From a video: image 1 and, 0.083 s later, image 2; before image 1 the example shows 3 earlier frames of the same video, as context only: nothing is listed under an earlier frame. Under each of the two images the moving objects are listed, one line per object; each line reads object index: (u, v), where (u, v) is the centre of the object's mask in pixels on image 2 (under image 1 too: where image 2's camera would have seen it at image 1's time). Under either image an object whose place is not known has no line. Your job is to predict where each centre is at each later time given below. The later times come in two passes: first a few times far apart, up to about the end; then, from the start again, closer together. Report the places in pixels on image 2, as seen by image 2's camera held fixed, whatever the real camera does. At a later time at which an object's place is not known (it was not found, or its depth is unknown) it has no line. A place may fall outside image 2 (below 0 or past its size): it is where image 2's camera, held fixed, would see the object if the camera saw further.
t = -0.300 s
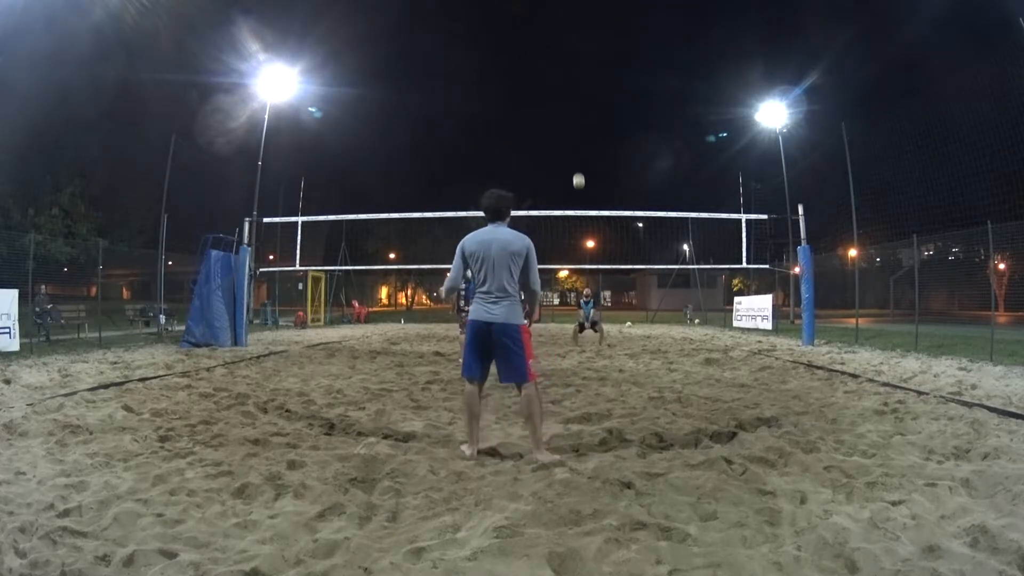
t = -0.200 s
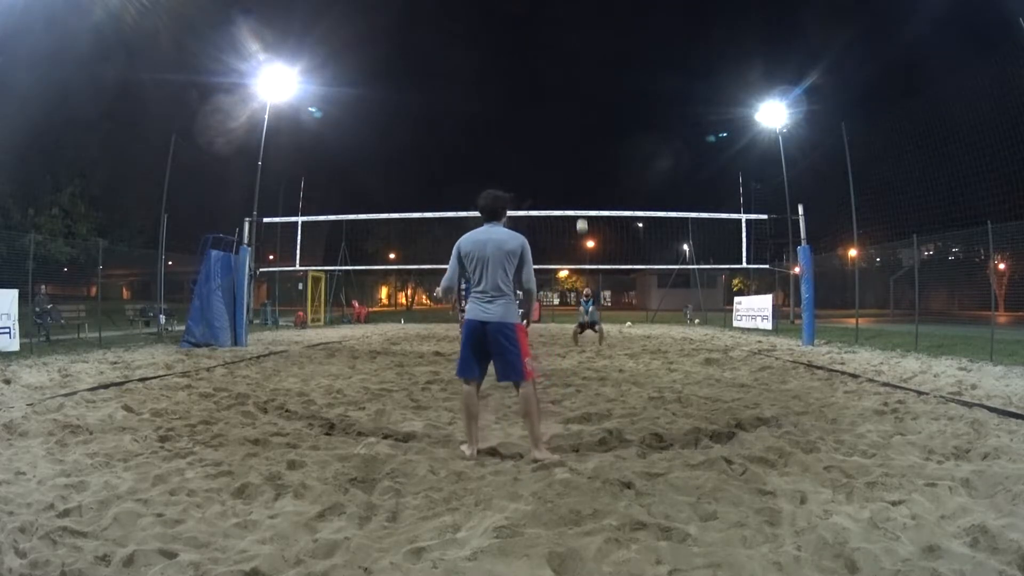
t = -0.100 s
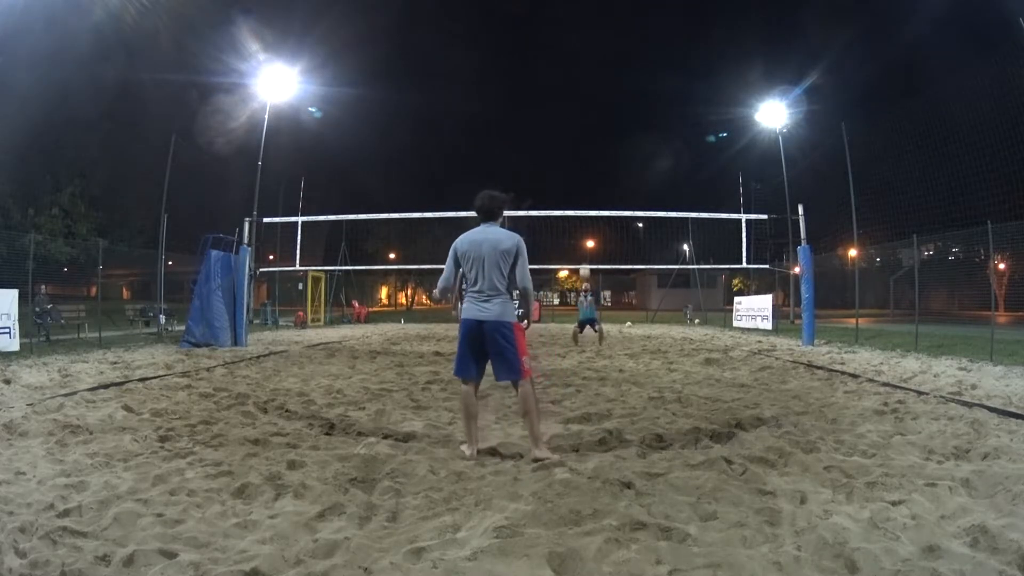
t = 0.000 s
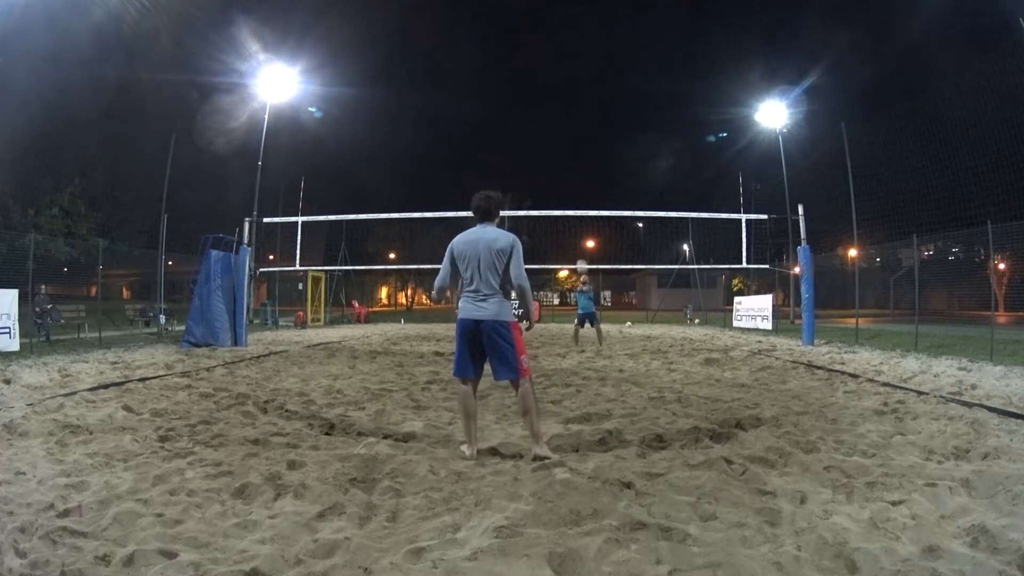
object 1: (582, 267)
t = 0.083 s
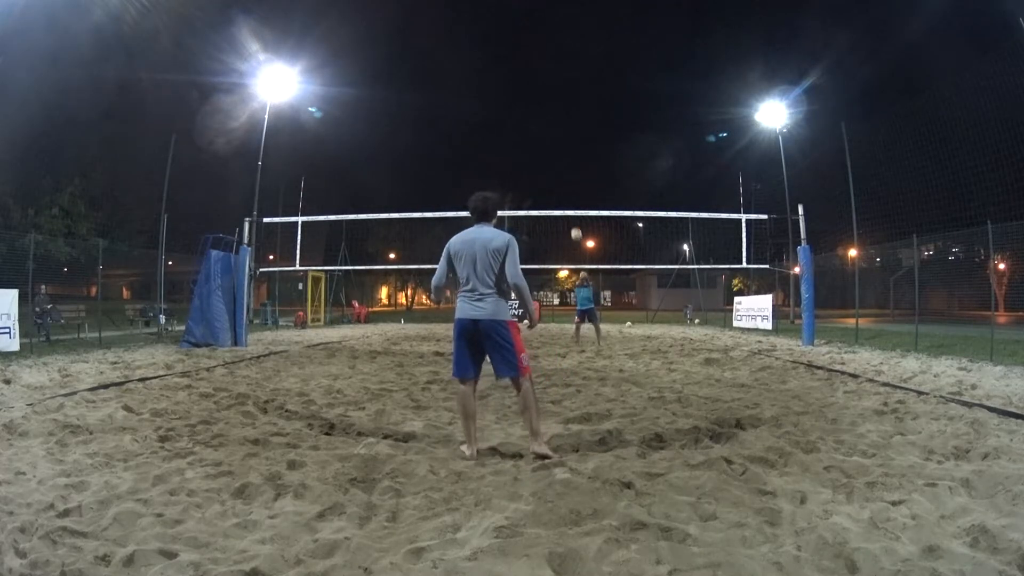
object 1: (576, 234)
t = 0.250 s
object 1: (565, 181)
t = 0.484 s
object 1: (549, 135)
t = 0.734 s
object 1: (534, 113)
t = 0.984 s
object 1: (520, 117)
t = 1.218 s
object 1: (506, 143)
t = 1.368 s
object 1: (498, 173)
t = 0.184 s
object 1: (569, 200)
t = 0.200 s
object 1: (568, 195)
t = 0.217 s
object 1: (567, 191)
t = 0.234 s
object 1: (566, 186)
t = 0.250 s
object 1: (565, 181)
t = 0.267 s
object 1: (564, 177)
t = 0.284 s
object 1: (562, 173)
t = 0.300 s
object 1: (561, 169)
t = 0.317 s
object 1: (560, 165)
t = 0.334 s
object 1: (559, 162)
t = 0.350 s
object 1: (558, 158)
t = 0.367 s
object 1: (557, 155)
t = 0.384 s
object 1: (556, 151)
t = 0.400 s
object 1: (555, 148)
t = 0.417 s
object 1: (554, 145)
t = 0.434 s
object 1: (553, 143)
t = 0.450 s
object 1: (552, 140)
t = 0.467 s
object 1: (551, 137)
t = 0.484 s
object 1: (549, 135)
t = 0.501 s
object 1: (548, 132)
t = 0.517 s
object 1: (547, 131)
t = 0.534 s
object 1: (546, 128)
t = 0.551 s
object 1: (545, 126)
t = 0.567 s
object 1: (544, 125)
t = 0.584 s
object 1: (543, 123)
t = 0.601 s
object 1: (542, 121)
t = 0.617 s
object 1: (541, 120)
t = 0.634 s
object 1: (540, 118)
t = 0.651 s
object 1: (539, 117)
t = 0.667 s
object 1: (538, 116)
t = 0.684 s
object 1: (537, 115)
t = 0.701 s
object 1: (536, 114)
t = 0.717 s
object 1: (535, 114)
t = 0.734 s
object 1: (534, 113)
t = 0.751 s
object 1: (533, 112)
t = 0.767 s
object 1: (532, 112)
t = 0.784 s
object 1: (531, 112)
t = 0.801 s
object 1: (530, 112)
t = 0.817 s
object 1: (529, 112)
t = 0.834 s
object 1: (528, 112)
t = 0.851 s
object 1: (527, 112)
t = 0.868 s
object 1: (526, 112)
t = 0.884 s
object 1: (525, 112)
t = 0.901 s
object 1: (524, 113)
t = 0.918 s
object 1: (523, 114)
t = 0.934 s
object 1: (522, 114)
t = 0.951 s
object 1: (521, 115)
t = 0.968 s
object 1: (521, 116)
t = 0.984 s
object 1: (520, 117)
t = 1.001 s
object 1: (519, 118)
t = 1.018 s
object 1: (518, 119)
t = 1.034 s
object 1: (517, 121)
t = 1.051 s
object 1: (516, 122)
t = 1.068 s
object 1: (515, 124)
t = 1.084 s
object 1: (514, 125)
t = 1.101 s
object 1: (513, 127)
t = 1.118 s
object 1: (512, 129)
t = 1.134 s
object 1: (511, 131)
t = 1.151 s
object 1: (510, 134)
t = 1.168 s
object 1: (509, 136)
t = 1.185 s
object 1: (508, 138)
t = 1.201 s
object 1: (507, 141)
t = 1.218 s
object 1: (506, 143)
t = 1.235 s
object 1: (505, 146)
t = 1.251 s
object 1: (505, 149)
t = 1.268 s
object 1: (504, 152)
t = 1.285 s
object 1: (503, 155)
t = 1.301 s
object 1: (502, 158)
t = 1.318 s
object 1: (501, 162)
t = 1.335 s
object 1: (500, 165)
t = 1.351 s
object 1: (499, 169)
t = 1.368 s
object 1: (498, 173)
